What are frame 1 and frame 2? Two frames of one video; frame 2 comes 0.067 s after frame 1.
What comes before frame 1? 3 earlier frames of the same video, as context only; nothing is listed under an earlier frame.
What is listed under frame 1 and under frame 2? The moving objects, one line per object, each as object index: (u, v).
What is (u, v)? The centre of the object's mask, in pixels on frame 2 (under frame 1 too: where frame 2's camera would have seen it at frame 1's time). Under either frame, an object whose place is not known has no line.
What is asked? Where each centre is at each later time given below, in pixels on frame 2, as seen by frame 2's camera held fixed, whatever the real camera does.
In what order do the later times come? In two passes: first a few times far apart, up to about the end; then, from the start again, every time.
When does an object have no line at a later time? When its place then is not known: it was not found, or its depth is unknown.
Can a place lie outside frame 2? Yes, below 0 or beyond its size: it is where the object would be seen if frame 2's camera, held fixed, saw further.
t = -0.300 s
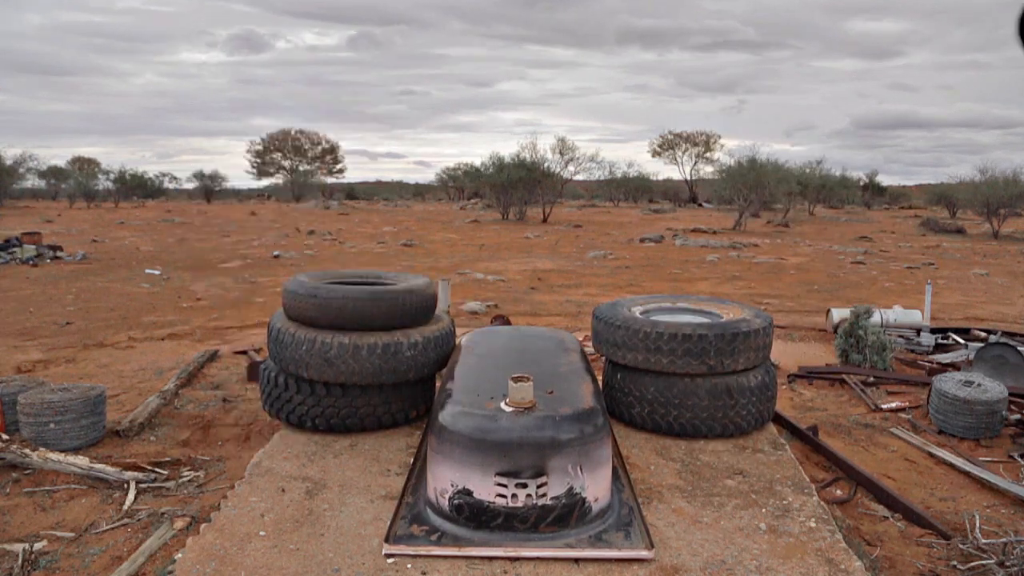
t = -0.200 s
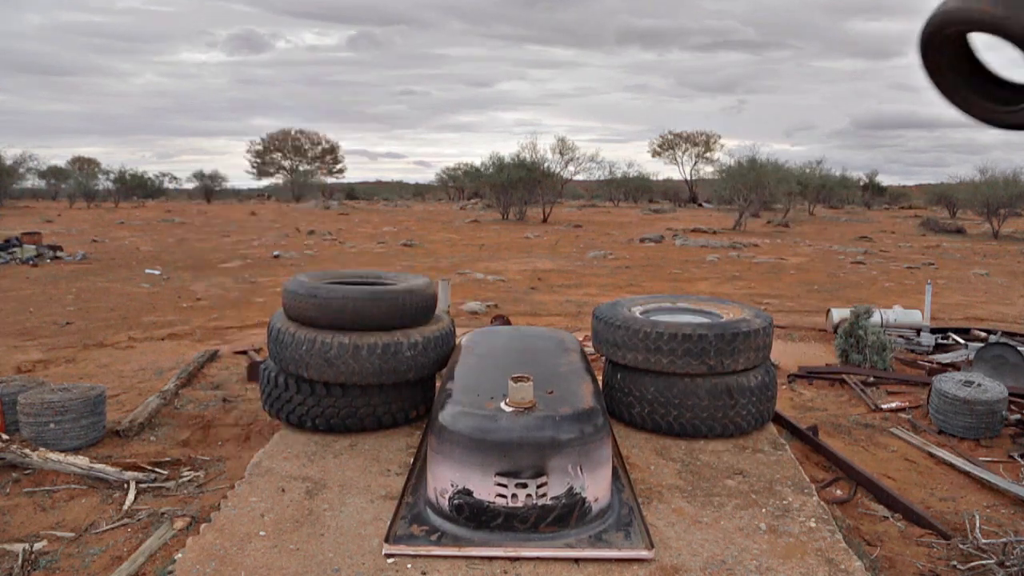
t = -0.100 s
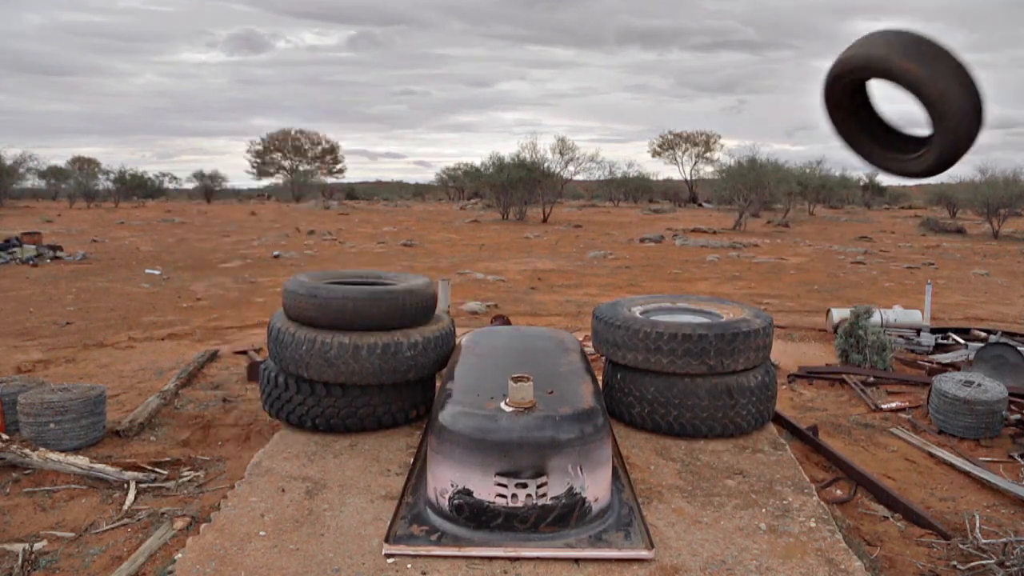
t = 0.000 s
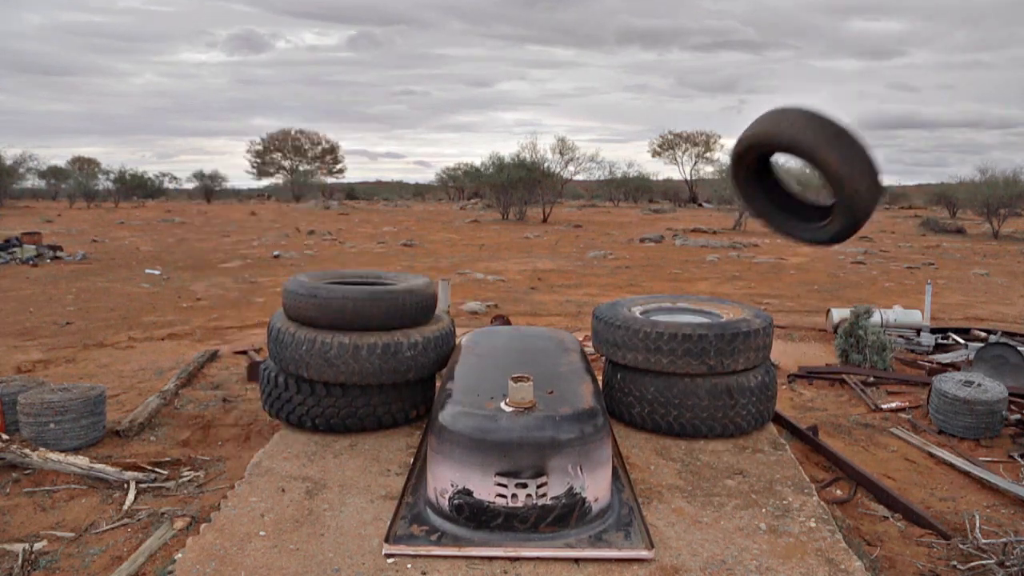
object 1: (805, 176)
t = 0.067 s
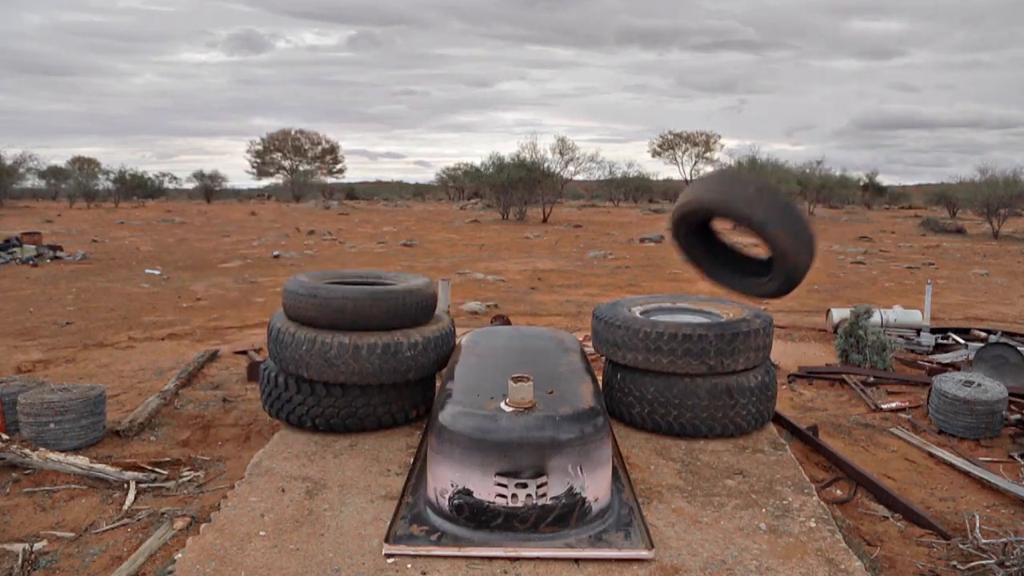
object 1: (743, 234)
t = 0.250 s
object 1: (646, 263)
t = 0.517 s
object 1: (538, 306)
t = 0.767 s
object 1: (438, 288)
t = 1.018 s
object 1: (335, 379)
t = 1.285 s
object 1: (285, 366)
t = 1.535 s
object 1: (258, 459)
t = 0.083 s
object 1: (728, 251)
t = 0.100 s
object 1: (715, 266)
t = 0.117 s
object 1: (704, 273)
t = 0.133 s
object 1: (693, 277)
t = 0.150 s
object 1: (682, 280)
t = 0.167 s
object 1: (673, 278)
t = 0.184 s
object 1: (667, 278)
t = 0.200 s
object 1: (662, 275)
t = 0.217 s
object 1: (657, 270)
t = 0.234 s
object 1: (652, 267)
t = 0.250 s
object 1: (646, 263)
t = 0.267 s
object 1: (640, 261)
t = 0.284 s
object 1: (635, 259)
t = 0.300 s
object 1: (629, 257)
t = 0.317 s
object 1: (622, 257)
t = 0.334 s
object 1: (616, 257)
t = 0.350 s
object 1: (609, 258)
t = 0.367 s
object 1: (603, 259)
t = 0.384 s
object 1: (595, 262)
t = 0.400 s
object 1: (588, 266)
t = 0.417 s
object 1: (579, 273)
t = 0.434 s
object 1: (571, 278)
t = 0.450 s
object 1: (564, 285)
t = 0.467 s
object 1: (557, 292)
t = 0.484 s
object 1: (550, 300)
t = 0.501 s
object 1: (544, 305)
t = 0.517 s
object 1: (538, 306)
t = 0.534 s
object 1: (533, 303)
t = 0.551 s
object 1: (527, 301)
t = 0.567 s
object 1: (522, 300)
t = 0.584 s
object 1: (517, 299)
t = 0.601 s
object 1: (511, 299)
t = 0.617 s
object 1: (504, 297)
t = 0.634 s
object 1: (497, 295)
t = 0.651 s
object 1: (490, 292)
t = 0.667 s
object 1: (483, 289)
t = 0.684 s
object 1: (476, 287)
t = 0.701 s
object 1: (468, 285)
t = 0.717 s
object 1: (461, 285)
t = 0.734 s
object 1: (453, 285)
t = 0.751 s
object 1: (446, 286)
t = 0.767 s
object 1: (438, 288)
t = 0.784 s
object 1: (430, 291)
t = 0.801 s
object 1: (422, 295)
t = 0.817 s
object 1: (414, 300)
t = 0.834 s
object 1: (404, 306)
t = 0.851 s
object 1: (395, 310)
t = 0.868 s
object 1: (388, 315)
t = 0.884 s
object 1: (382, 319)
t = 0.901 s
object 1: (376, 324)
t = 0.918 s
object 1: (369, 330)
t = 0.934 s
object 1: (363, 336)
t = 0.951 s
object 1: (358, 343)
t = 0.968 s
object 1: (352, 352)
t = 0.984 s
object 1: (346, 359)
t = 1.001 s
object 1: (341, 369)
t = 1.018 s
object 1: (335, 379)
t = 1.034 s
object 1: (329, 390)
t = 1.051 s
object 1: (323, 402)
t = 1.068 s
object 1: (317, 416)
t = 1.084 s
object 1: (311, 427)
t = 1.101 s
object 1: (306, 427)
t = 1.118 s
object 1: (303, 419)
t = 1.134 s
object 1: (302, 410)
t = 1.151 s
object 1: (300, 402)
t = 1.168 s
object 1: (299, 394)
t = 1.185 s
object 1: (297, 388)
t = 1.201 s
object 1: (295, 383)
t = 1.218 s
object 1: (293, 377)
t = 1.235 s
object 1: (291, 373)
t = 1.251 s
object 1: (289, 370)
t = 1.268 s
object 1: (287, 368)
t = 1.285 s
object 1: (285, 366)
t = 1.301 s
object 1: (283, 366)
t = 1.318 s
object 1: (281, 367)
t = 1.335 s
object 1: (279, 368)
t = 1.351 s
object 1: (277, 370)
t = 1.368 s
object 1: (274, 374)
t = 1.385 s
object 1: (270, 380)
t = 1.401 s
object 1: (268, 386)
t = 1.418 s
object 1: (266, 392)
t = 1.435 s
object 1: (265, 399)
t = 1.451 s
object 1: (263, 407)
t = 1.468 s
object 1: (262, 415)
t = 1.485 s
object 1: (261, 425)
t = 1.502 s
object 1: (260, 435)
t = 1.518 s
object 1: (259, 447)
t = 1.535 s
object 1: (258, 459)
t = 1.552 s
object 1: (258, 472)
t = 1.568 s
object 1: (257, 479)
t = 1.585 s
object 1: (257, 480)
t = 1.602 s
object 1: (255, 475)
